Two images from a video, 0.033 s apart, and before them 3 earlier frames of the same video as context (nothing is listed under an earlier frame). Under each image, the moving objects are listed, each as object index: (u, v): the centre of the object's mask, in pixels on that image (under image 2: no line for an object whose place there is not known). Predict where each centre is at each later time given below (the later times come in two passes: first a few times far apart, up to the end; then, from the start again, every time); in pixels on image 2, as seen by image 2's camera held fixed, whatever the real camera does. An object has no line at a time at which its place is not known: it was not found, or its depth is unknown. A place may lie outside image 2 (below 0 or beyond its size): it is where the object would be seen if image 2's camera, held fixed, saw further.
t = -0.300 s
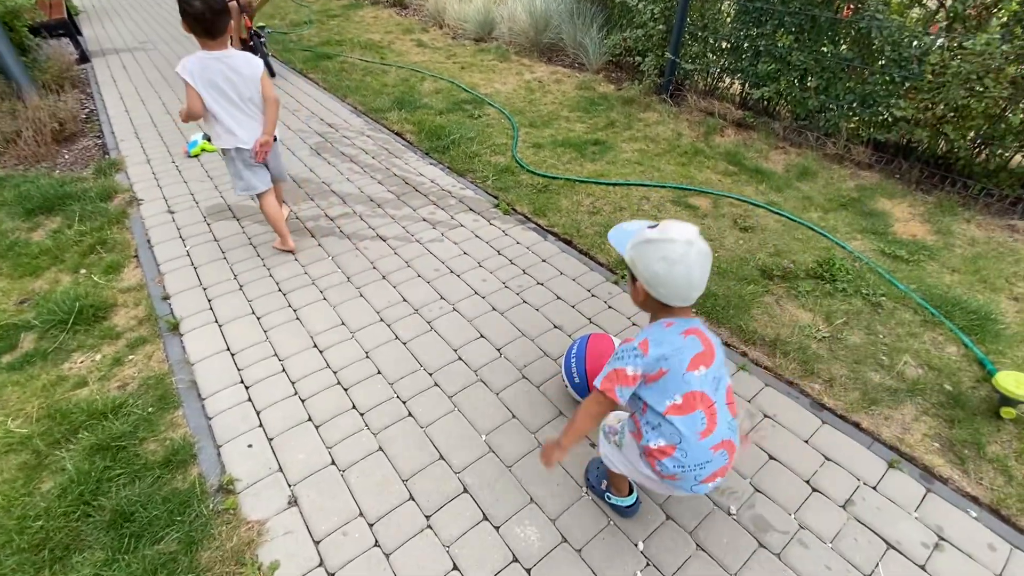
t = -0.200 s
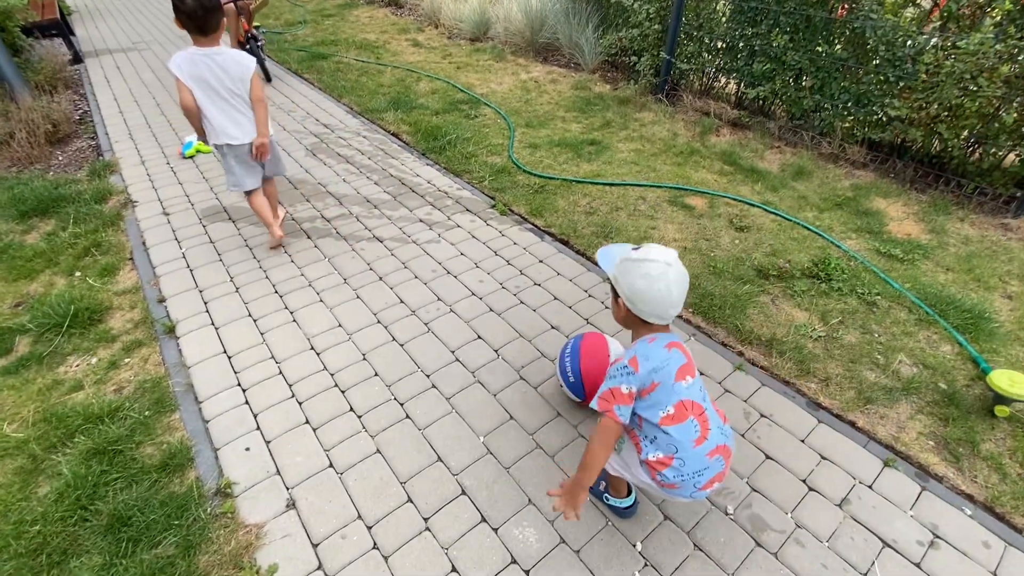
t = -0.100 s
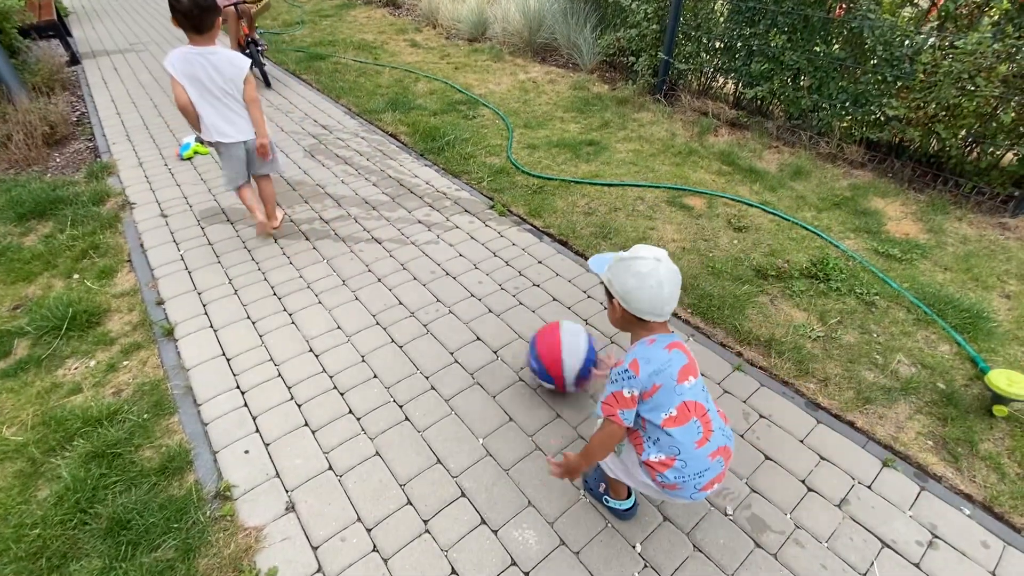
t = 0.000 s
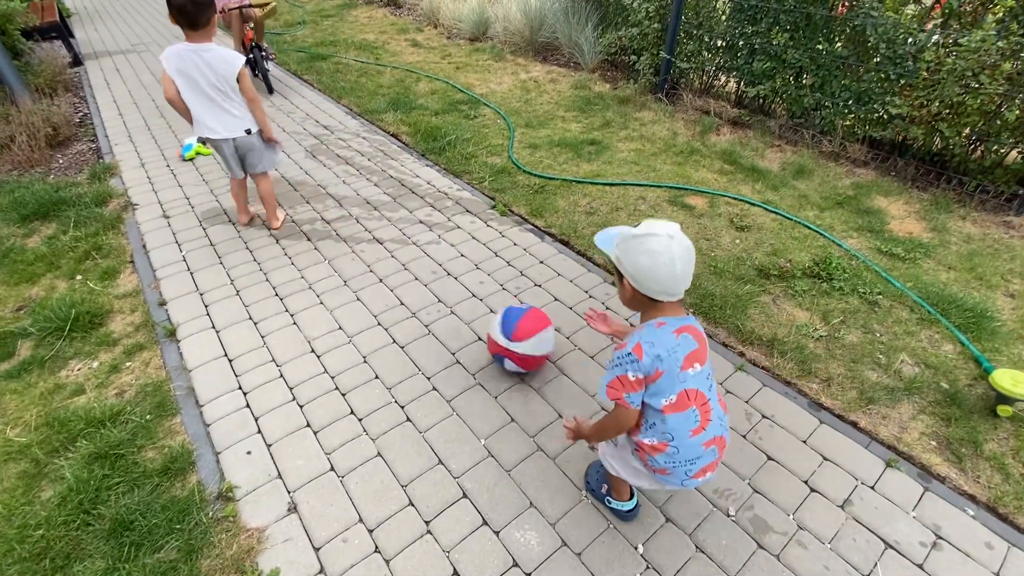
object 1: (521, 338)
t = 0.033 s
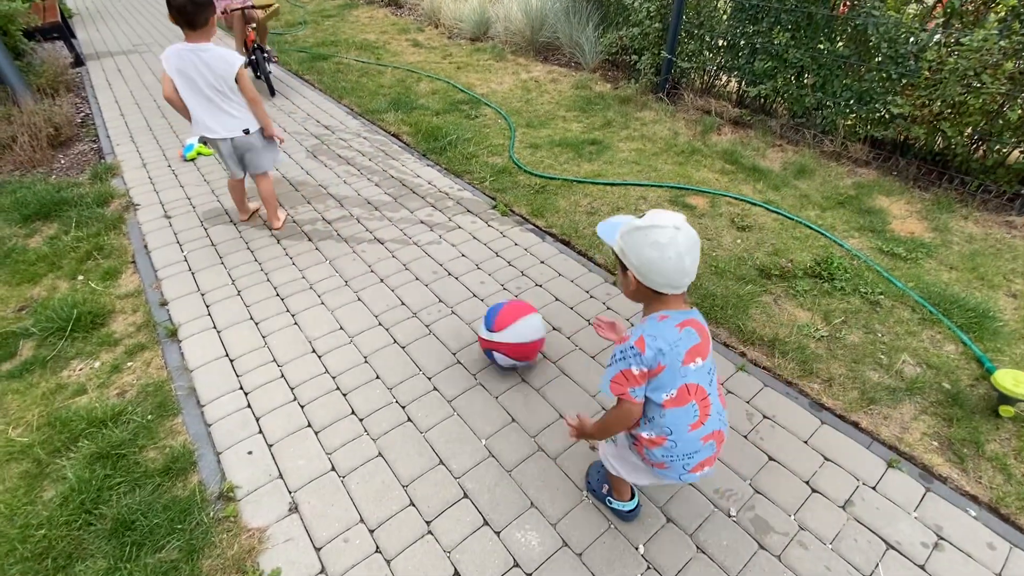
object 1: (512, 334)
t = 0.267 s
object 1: (445, 304)
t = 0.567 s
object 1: (375, 273)
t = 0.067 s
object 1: (502, 329)
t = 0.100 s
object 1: (491, 325)
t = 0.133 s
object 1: (482, 322)
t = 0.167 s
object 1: (472, 317)
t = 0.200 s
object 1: (463, 311)
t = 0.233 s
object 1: (454, 309)
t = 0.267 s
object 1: (445, 304)
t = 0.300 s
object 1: (438, 300)
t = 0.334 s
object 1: (429, 297)
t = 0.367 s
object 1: (420, 292)
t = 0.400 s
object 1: (414, 290)
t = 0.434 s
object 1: (405, 286)
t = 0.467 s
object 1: (398, 284)
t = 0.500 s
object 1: (390, 280)
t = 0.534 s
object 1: (382, 277)
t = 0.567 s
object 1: (375, 273)
